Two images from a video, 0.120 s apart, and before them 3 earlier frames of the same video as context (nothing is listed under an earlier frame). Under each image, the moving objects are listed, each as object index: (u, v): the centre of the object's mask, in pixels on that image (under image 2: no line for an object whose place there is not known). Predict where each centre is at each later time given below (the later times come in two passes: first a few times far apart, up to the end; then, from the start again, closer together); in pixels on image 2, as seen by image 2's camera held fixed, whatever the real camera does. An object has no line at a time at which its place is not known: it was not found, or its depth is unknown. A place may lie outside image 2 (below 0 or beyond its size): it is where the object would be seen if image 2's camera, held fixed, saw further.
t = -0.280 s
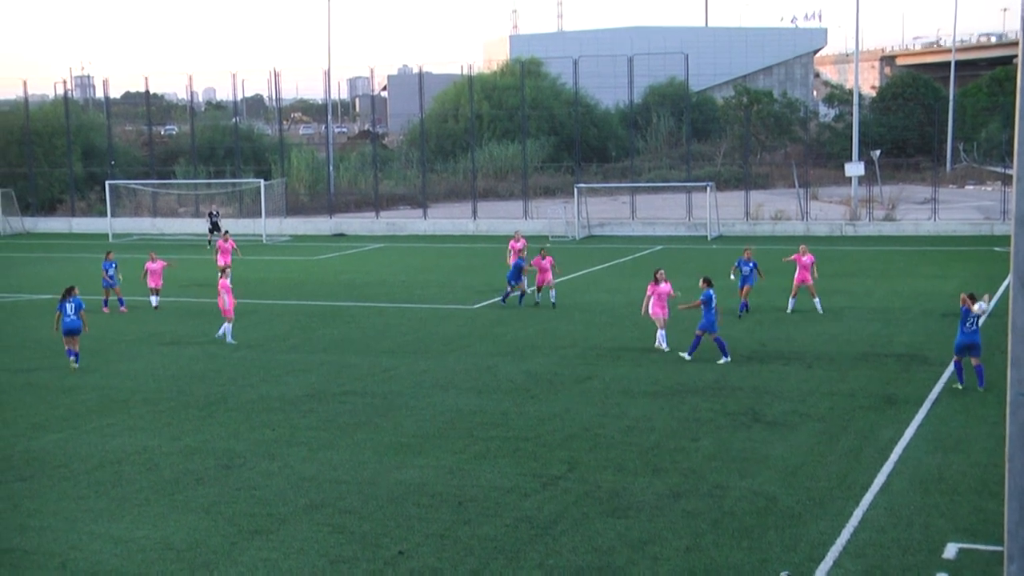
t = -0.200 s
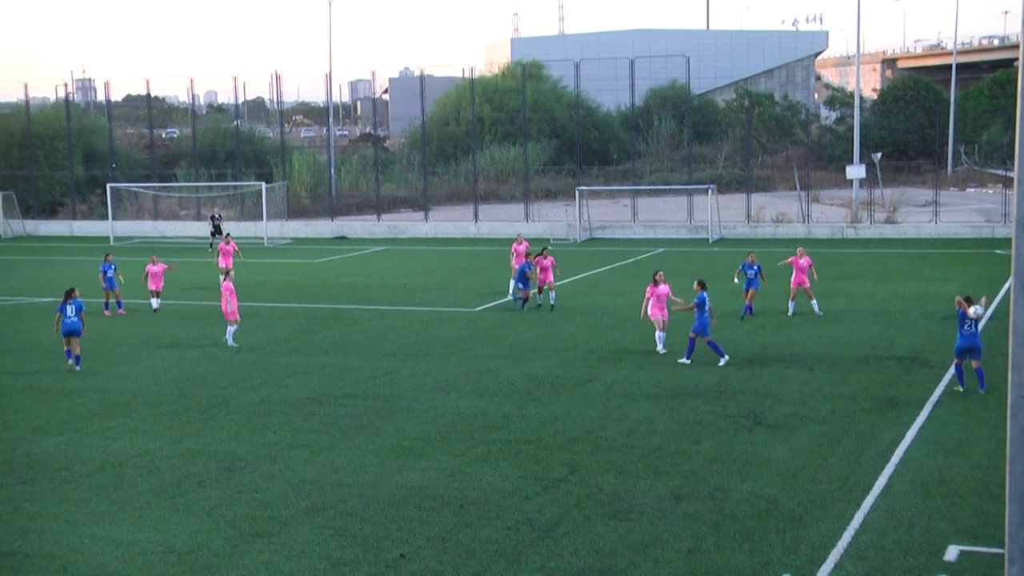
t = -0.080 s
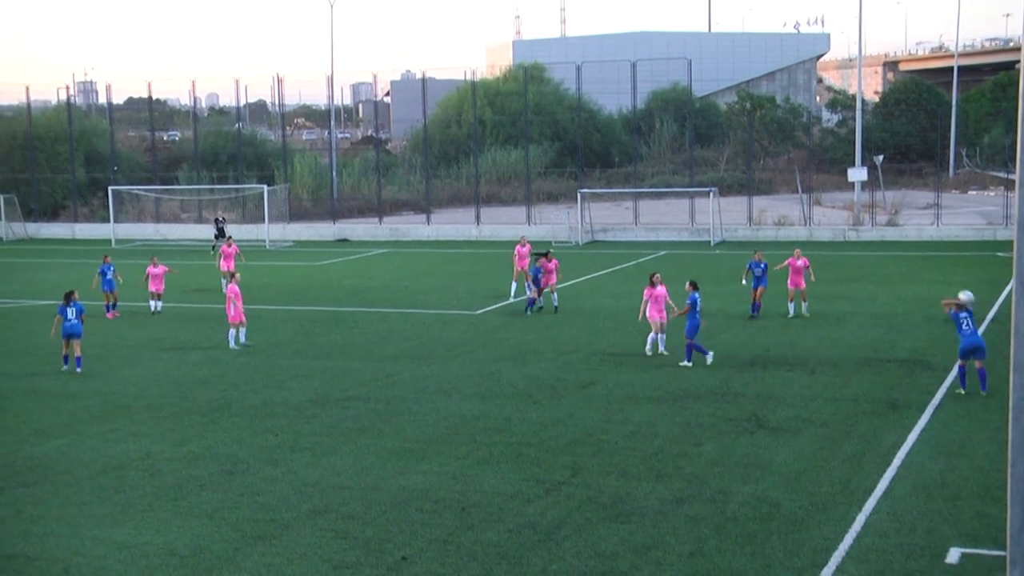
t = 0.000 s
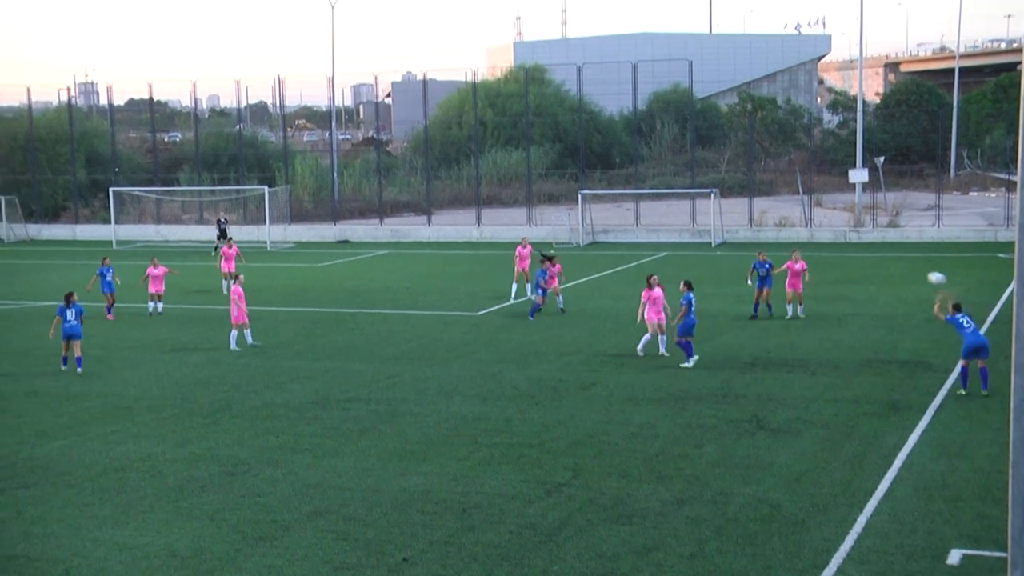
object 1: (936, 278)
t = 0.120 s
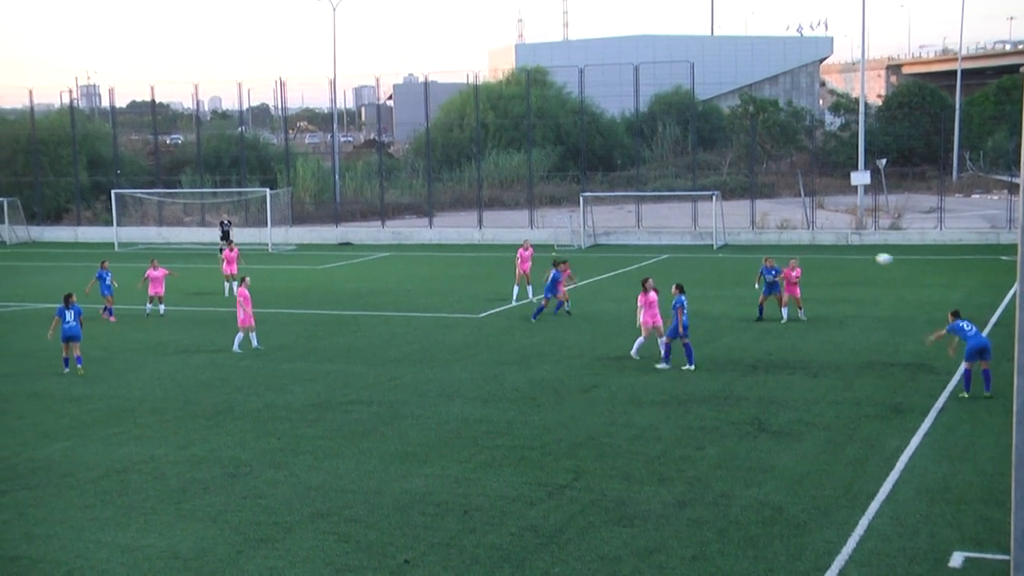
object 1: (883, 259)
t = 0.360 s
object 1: (789, 245)
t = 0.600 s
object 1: (711, 260)
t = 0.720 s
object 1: (678, 276)
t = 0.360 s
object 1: (789, 245)
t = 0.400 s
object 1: (775, 246)
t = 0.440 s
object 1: (761, 247)
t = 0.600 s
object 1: (711, 260)
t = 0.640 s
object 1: (700, 265)
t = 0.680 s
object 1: (689, 270)
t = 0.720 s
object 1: (678, 276)
